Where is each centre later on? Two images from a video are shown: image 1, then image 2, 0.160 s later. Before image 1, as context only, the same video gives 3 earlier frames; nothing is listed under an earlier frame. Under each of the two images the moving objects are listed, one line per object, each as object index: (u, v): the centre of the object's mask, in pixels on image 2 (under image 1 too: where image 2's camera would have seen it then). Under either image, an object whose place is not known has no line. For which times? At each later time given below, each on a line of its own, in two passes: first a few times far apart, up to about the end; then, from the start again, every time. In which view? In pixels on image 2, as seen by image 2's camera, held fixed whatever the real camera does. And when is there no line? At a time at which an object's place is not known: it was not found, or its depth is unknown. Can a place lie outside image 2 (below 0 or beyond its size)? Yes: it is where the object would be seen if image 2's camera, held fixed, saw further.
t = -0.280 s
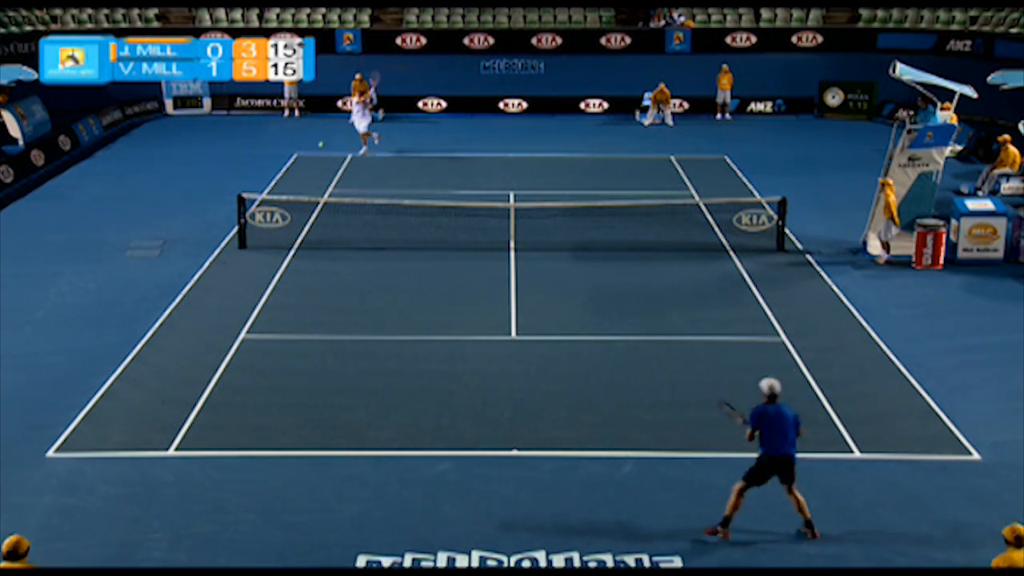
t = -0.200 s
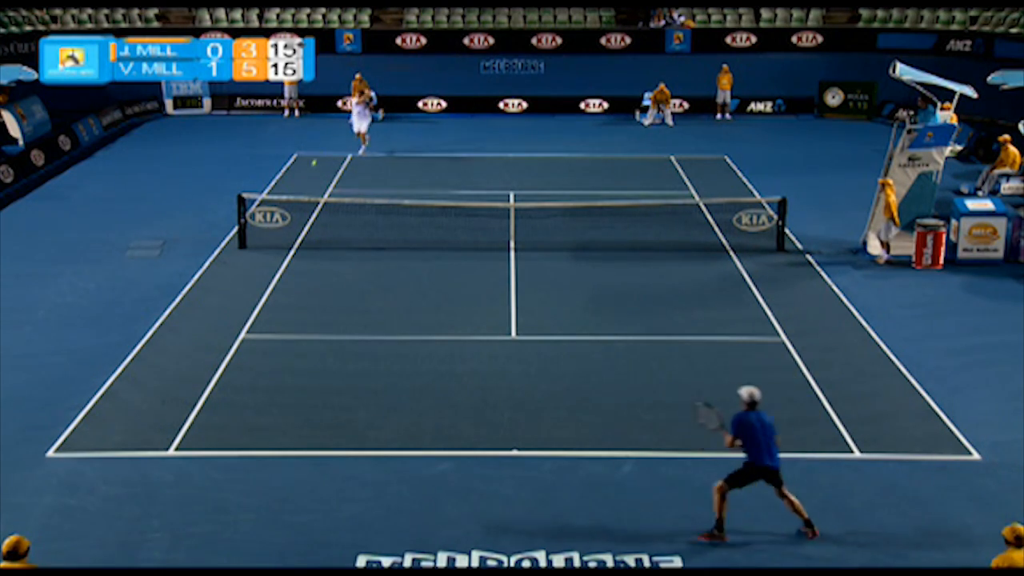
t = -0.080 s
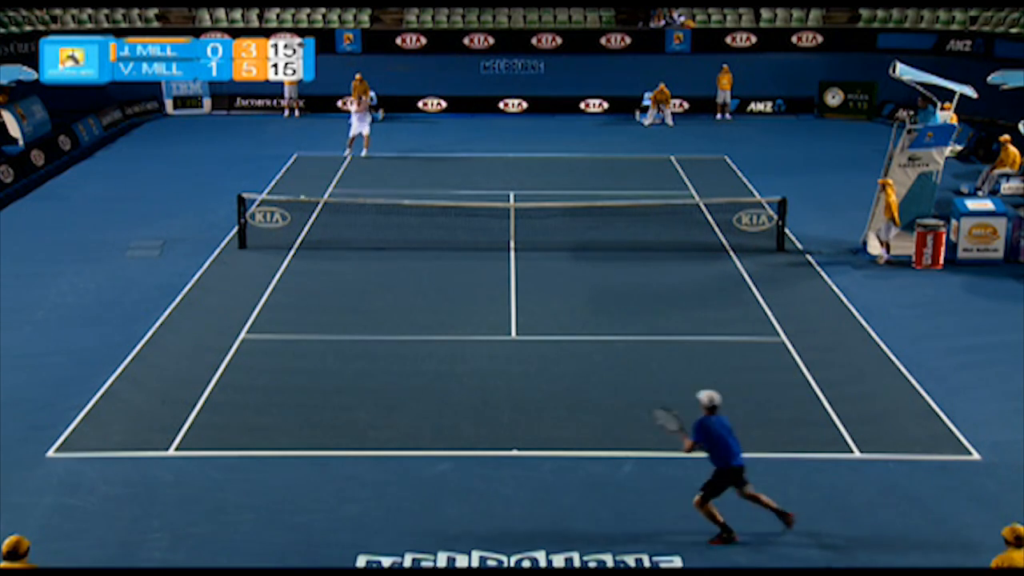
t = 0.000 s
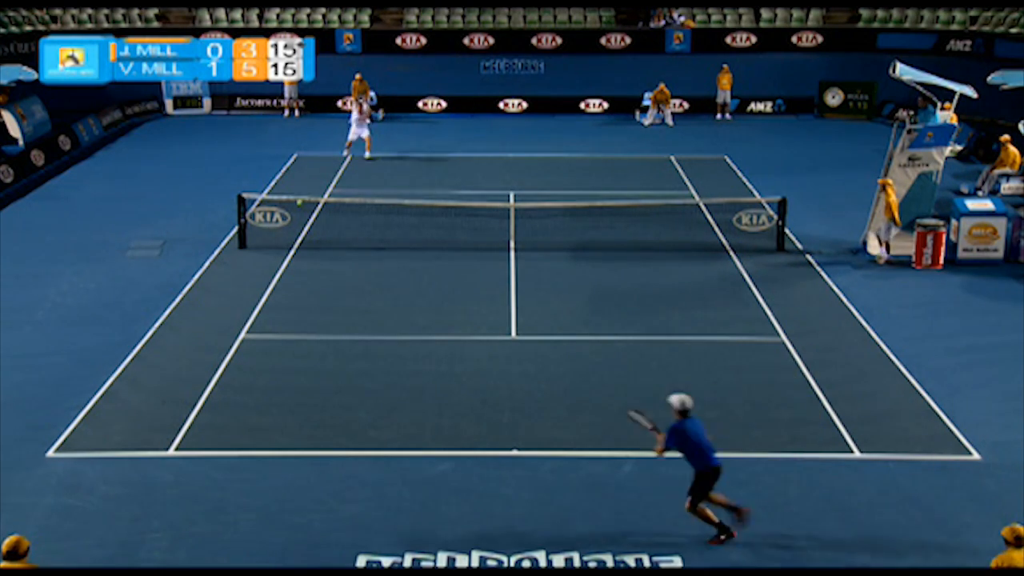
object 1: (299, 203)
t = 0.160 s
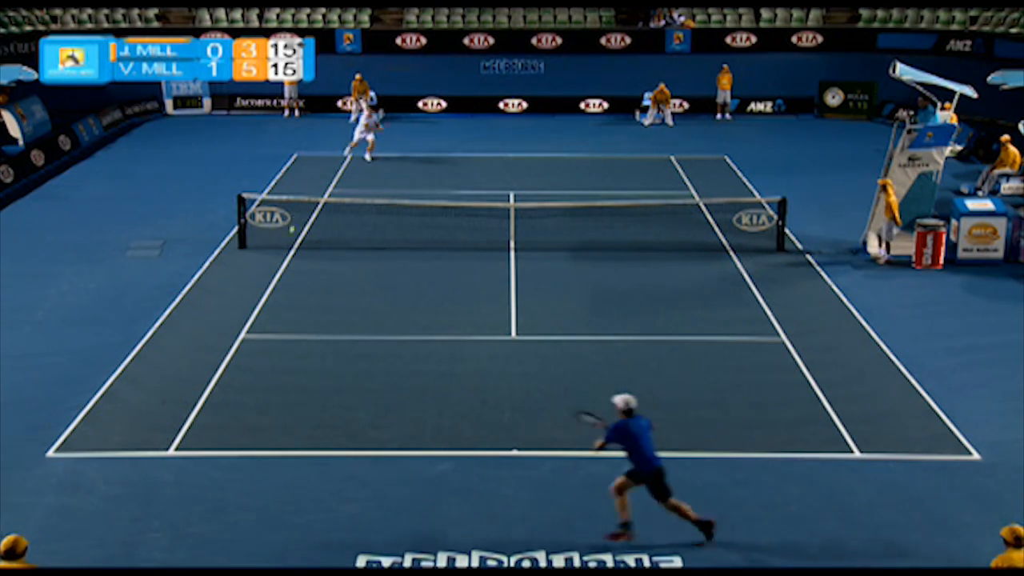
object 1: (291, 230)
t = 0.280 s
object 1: (287, 268)
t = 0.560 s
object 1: (271, 394)
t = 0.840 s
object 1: (260, 414)
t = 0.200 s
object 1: (290, 240)
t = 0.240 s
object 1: (287, 252)
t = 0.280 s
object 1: (287, 268)
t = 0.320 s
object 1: (283, 281)
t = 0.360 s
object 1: (282, 298)
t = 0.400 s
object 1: (279, 317)
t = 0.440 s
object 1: (277, 338)
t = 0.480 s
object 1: (275, 361)
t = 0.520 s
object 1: (272, 386)
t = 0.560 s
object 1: (271, 394)
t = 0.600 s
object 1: (270, 392)
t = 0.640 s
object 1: (268, 392)
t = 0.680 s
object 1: (267, 396)
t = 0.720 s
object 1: (266, 398)
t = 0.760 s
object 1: (264, 402)
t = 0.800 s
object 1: (262, 407)
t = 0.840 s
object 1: (260, 414)
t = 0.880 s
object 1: (258, 423)
